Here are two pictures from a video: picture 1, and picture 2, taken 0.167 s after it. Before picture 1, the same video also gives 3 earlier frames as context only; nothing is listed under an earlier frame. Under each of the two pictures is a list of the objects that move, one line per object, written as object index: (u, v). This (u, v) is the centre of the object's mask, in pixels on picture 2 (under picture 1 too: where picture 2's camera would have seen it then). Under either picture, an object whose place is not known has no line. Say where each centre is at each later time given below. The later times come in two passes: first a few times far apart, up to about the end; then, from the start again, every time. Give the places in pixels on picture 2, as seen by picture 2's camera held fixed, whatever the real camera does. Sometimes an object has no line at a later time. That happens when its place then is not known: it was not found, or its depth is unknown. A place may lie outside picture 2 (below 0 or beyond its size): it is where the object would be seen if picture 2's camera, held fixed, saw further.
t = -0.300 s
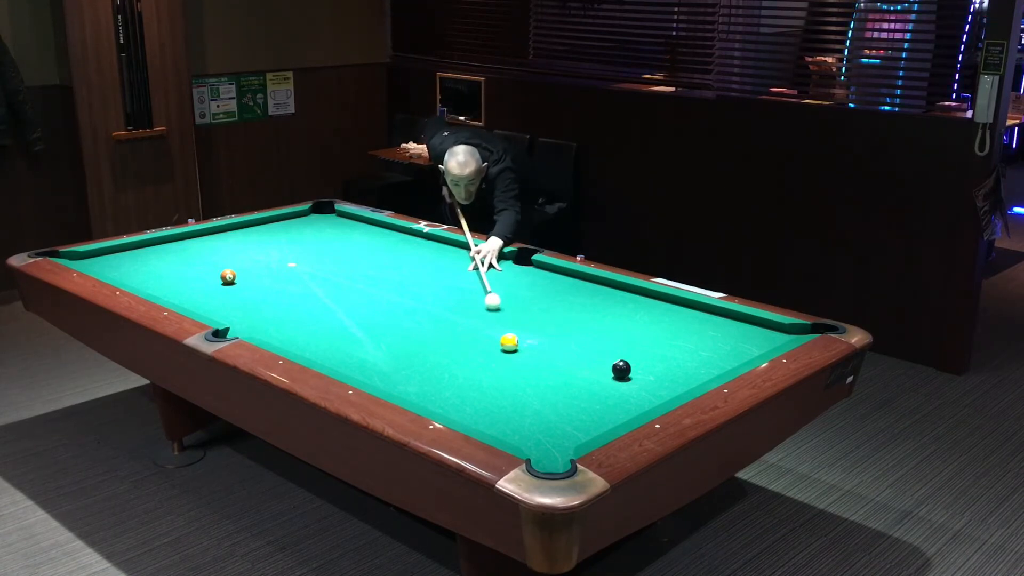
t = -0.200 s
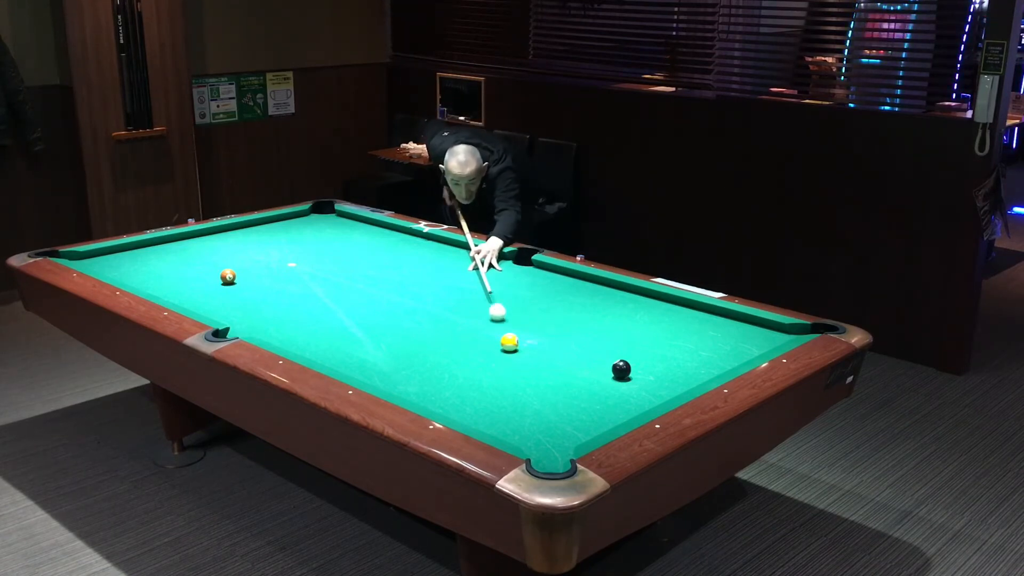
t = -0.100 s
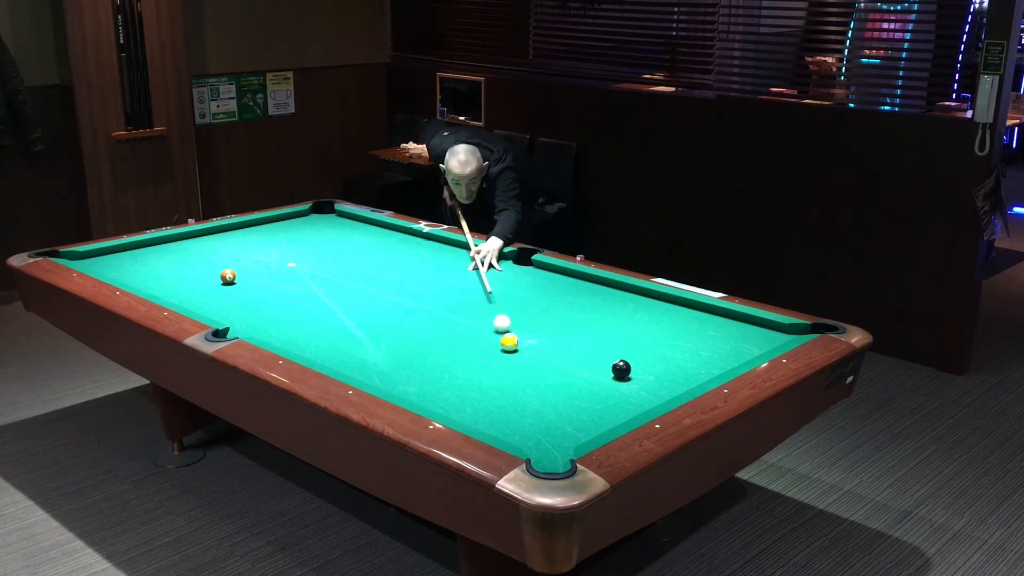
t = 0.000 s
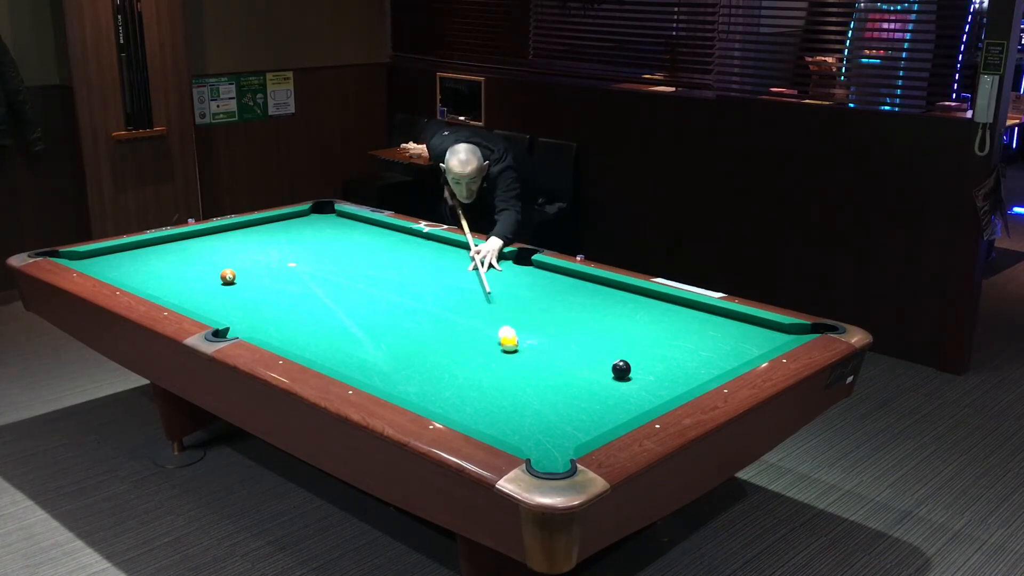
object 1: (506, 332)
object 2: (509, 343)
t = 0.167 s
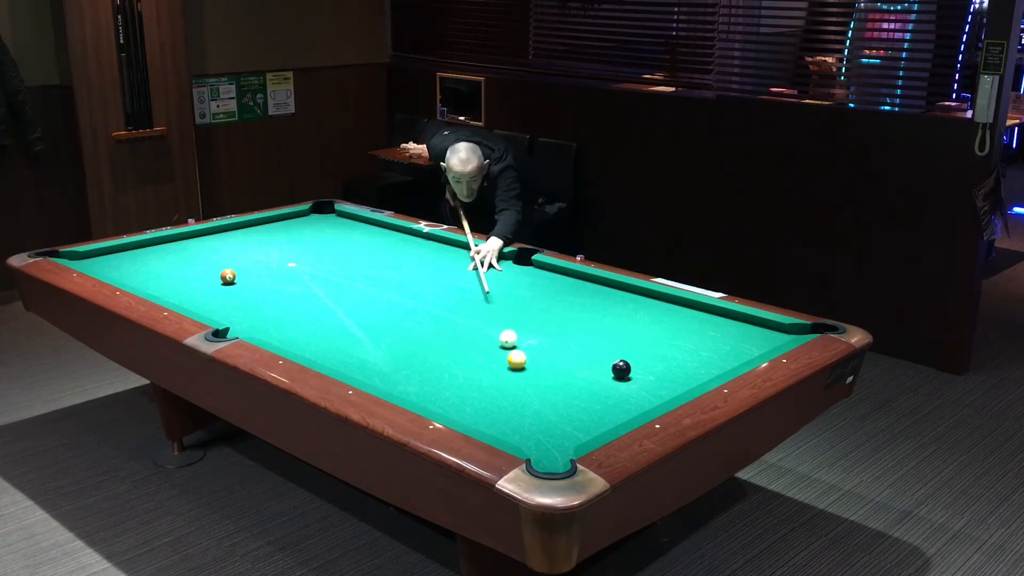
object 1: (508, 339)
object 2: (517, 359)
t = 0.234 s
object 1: (509, 340)
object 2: (519, 365)
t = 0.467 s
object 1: (511, 346)
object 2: (528, 387)
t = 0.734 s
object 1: (514, 353)
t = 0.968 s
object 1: (516, 358)
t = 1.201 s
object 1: (518, 363)
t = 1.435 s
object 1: (519, 367)
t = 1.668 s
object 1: (520, 371)
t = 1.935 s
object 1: (521, 375)
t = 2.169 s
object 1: (523, 378)
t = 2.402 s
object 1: (524, 380)
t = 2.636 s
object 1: (525, 382)
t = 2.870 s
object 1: (526, 384)
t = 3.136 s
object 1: (527, 385)
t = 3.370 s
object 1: (527, 385)
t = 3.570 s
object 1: (527, 385)
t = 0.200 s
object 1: (508, 340)
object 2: (518, 362)
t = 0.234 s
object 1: (509, 340)
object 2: (519, 365)
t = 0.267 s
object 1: (509, 341)
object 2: (520, 368)
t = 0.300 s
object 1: (509, 342)
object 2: (522, 371)
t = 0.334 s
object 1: (510, 343)
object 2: (523, 374)
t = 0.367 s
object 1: (510, 344)
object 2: (524, 377)
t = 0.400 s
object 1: (511, 345)
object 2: (525, 380)
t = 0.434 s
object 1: (511, 345)
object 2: (527, 383)
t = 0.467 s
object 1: (511, 346)
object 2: (528, 387)
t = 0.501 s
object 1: (512, 347)
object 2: (529, 390)
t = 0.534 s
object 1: (512, 348)
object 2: (531, 393)
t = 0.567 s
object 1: (512, 349)
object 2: (532, 396)
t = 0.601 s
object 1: (513, 350)
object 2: (533, 400)
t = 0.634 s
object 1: (513, 350)
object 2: (535, 403)
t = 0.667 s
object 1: (513, 351)
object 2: (536, 406)
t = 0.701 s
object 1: (514, 352)
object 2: (538, 409)
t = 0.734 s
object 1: (514, 353)
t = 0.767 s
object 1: (514, 353)
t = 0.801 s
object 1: (515, 354)
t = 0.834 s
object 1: (515, 355)
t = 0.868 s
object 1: (515, 356)
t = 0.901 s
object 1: (515, 357)
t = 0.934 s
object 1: (516, 357)
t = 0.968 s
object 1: (516, 358)
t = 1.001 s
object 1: (516, 359)
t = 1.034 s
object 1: (517, 359)
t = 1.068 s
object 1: (517, 360)
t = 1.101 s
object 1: (517, 361)
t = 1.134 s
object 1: (517, 361)
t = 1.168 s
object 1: (517, 362)
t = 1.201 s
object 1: (518, 363)
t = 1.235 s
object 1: (518, 364)
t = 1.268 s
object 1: (518, 364)
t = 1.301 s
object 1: (518, 365)
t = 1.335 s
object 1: (518, 366)
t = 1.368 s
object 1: (519, 366)
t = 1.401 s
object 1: (519, 367)
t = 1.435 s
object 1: (519, 367)
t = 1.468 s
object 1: (519, 368)
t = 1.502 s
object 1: (519, 369)
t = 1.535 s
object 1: (520, 369)
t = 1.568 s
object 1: (520, 370)
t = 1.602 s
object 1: (520, 370)
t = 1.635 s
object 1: (520, 371)
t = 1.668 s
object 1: (520, 371)
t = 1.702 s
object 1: (520, 372)
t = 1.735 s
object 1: (520, 373)
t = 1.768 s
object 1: (521, 373)
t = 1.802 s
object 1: (521, 374)
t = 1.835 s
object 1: (521, 374)
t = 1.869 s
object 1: (521, 374)
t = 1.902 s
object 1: (521, 375)
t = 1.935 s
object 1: (521, 375)
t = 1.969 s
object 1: (522, 376)
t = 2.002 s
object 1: (522, 376)
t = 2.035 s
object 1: (522, 377)
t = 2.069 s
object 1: (522, 377)
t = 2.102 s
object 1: (522, 377)
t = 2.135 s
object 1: (522, 378)
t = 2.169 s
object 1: (523, 378)
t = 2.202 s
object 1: (523, 378)
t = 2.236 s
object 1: (523, 379)
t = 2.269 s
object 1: (523, 379)
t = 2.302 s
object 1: (524, 380)
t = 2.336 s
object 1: (524, 380)
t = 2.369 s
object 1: (524, 380)
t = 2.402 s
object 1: (524, 380)
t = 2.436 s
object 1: (524, 381)
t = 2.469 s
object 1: (524, 381)
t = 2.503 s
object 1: (524, 381)
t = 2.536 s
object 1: (525, 382)
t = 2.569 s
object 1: (525, 382)
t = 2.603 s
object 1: (525, 382)
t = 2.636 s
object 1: (525, 382)
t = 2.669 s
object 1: (525, 383)
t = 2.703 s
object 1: (525, 383)
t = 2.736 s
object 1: (525, 383)
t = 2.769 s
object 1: (526, 383)
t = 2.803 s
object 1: (526, 383)
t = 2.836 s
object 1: (526, 384)
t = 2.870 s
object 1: (526, 384)
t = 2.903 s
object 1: (526, 384)
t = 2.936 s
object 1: (526, 384)
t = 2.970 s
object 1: (526, 384)
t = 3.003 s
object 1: (526, 384)
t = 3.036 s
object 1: (527, 384)
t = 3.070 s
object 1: (527, 384)
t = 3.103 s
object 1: (527, 385)
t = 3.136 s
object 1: (527, 385)
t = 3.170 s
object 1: (527, 385)
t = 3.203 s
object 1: (527, 385)
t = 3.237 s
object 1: (527, 385)
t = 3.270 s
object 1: (527, 385)
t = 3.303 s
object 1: (527, 385)
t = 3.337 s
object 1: (527, 385)
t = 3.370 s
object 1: (527, 385)
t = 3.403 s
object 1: (527, 385)
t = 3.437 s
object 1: (527, 385)
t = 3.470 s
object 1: (527, 385)
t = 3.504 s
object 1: (527, 385)
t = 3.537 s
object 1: (527, 385)
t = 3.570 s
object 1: (527, 385)
